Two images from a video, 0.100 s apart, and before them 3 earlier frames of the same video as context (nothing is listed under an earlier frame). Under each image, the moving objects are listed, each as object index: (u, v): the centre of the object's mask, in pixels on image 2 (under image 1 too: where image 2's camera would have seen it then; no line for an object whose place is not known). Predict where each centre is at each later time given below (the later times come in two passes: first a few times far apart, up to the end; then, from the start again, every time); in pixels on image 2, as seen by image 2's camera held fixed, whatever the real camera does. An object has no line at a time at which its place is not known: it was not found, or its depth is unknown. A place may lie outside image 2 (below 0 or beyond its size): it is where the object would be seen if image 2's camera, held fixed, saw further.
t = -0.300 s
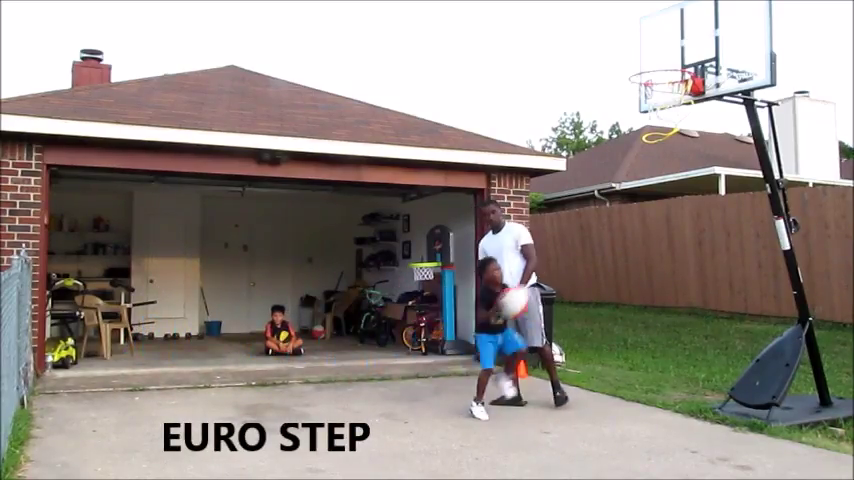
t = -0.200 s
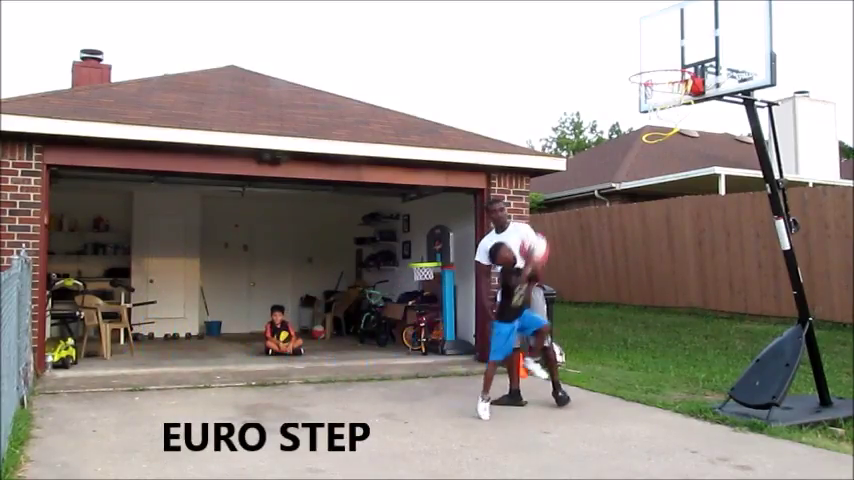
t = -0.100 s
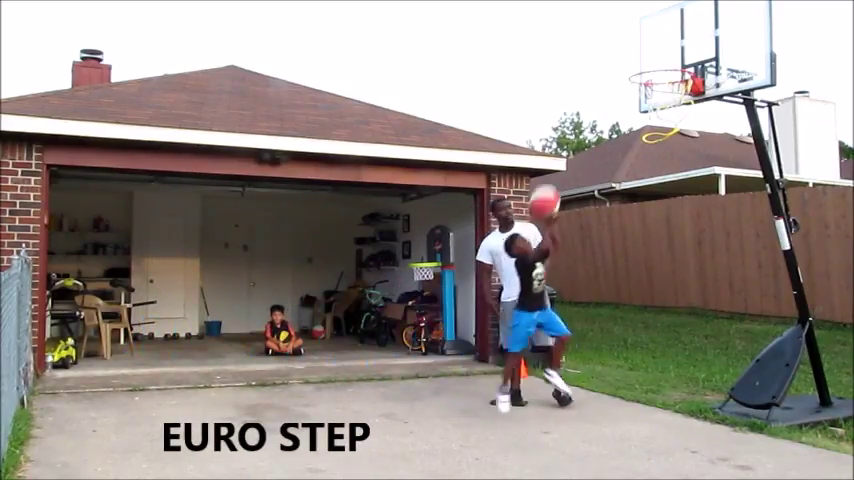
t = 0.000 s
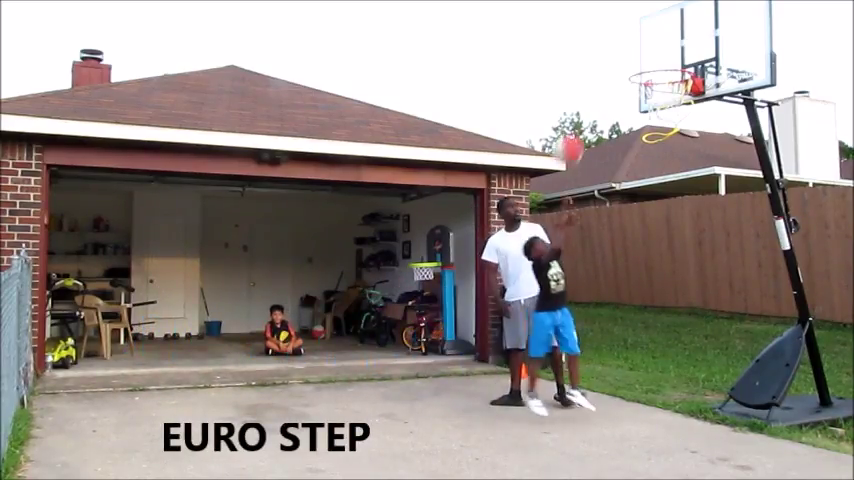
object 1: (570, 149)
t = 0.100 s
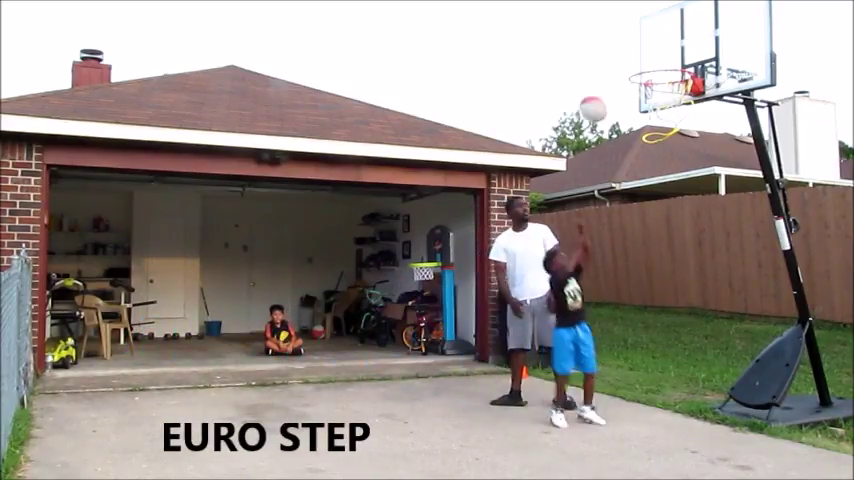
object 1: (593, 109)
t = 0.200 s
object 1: (618, 80)
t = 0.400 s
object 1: (665, 58)
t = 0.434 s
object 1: (663, 59)
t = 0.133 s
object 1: (601, 98)
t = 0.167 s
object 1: (610, 88)
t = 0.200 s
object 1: (618, 80)
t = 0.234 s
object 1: (626, 73)
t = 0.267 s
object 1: (635, 68)
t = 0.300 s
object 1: (645, 64)
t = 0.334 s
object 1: (654, 60)
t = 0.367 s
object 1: (663, 58)
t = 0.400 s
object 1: (665, 58)
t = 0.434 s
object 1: (663, 59)
